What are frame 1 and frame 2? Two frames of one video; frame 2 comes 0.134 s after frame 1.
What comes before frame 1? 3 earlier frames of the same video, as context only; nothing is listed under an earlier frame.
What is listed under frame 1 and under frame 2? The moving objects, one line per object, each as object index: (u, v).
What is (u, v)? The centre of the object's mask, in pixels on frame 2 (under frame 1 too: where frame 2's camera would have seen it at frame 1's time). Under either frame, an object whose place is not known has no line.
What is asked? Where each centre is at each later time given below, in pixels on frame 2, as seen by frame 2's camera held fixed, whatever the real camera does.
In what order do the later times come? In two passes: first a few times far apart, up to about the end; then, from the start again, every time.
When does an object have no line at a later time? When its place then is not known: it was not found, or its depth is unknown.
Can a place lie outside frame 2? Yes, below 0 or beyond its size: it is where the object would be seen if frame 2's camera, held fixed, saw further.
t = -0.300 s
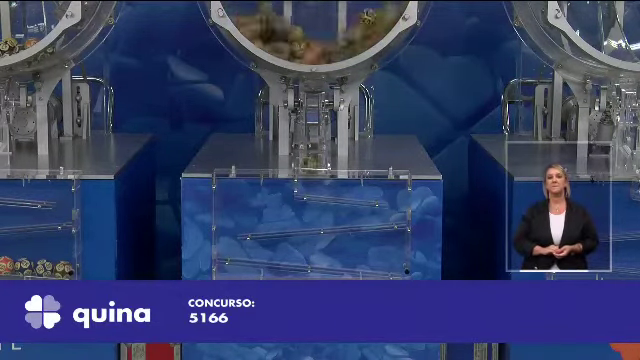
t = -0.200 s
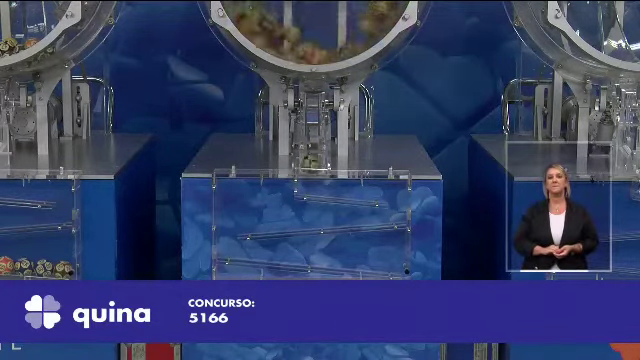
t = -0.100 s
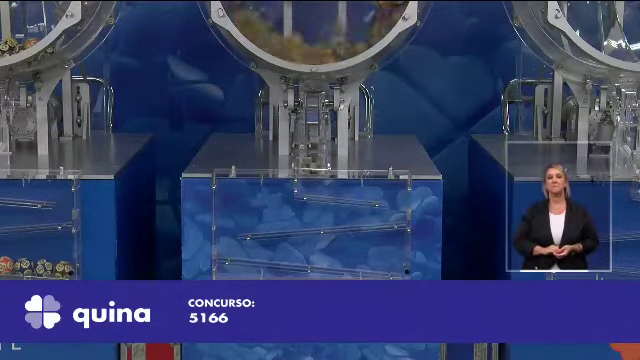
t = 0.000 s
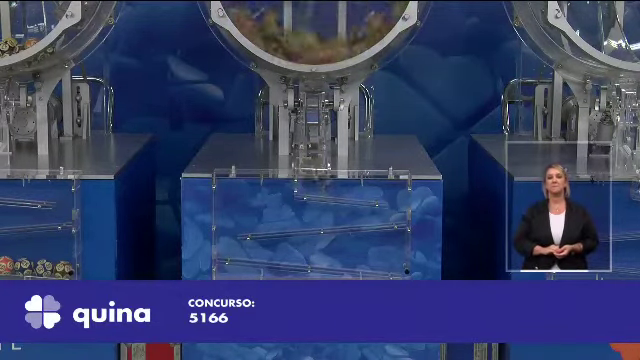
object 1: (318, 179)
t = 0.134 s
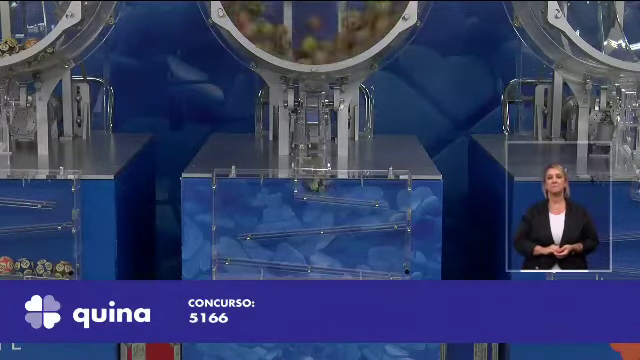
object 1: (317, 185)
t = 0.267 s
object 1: (317, 187)
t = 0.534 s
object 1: (322, 189)
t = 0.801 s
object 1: (337, 191)
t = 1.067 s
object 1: (366, 194)
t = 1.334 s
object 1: (388, 212)
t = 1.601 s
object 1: (386, 213)
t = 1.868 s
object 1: (378, 214)
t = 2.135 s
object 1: (362, 218)
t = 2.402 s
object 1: (333, 220)
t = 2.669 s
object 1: (295, 224)
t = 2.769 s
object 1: (279, 224)
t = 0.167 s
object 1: (317, 186)
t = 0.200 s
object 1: (318, 186)
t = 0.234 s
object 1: (317, 187)
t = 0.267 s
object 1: (317, 187)
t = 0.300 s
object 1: (317, 187)
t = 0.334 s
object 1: (317, 188)
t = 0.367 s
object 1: (317, 188)
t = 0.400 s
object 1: (318, 189)
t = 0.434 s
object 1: (319, 188)
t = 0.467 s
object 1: (320, 189)
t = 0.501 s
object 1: (321, 189)
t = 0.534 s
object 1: (322, 189)
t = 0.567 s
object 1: (324, 189)
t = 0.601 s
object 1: (326, 190)
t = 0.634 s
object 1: (327, 189)
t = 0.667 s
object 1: (328, 190)
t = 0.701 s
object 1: (328, 190)
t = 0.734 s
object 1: (334, 191)
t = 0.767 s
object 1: (335, 190)
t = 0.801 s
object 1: (337, 191)
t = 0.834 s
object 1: (339, 191)
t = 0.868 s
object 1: (342, 189)
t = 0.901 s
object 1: (347, 190)
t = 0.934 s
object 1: (352, 191)
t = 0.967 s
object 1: (354, 191)
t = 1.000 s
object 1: (358, 194)
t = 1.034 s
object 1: (359, 193)
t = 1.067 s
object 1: (366, 194)
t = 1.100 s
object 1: (371, 194)
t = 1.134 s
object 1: (375, 196)
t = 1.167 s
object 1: (377, 194)
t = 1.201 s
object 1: (384, 196)
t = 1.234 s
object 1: (391, 193)
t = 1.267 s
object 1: (393, 198)
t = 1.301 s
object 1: (392, 207)
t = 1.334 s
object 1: (388, 212)
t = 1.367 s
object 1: (388, 211)
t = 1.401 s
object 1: (388, 212)
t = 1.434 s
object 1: (387, 212)
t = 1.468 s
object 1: (388, 211)
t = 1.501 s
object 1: (388, 212)
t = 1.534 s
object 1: (388, 212)
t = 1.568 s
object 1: (387, 213)
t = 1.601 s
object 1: (386, 213)
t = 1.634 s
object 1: (385, 213)
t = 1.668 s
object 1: (384, 213)
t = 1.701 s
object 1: (383, 213)
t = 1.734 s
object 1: (382, 213)
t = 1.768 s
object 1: (381, 213)
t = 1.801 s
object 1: (380, 214)
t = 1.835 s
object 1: (379, 215)
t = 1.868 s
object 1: (378, 214)
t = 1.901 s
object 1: (377, 214)
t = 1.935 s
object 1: (375, 215)
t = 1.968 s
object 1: (374, 218)
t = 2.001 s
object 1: (373, 218)
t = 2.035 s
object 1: (372, 218)
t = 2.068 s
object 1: (369, 218)
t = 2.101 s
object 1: (364, 216)
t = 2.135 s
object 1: (362, 218)
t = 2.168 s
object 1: (359, 218)
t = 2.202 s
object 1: (356, 218)
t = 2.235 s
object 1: (351, 219)
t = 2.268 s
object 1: (348, 219)
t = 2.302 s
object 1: (344, 220)
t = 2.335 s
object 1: (341, 220)
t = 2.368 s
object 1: (338, 221)
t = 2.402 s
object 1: (333, 220)
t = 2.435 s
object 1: (328, 222)
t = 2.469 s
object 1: (326, 223)
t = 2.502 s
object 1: (321, 221)
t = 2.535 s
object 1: (314, 222)
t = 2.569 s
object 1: (311, 222)
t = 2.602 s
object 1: (305, 223)
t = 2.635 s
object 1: (301, 224)
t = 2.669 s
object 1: (295, 224)
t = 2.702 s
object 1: (290, 225)
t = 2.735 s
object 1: (282, 225)
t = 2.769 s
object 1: (279, 224)
